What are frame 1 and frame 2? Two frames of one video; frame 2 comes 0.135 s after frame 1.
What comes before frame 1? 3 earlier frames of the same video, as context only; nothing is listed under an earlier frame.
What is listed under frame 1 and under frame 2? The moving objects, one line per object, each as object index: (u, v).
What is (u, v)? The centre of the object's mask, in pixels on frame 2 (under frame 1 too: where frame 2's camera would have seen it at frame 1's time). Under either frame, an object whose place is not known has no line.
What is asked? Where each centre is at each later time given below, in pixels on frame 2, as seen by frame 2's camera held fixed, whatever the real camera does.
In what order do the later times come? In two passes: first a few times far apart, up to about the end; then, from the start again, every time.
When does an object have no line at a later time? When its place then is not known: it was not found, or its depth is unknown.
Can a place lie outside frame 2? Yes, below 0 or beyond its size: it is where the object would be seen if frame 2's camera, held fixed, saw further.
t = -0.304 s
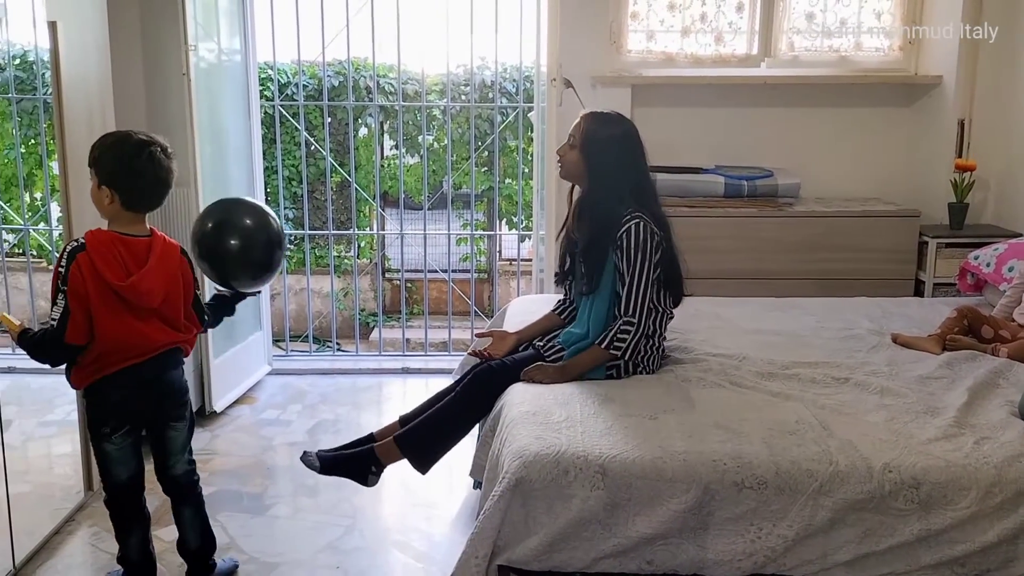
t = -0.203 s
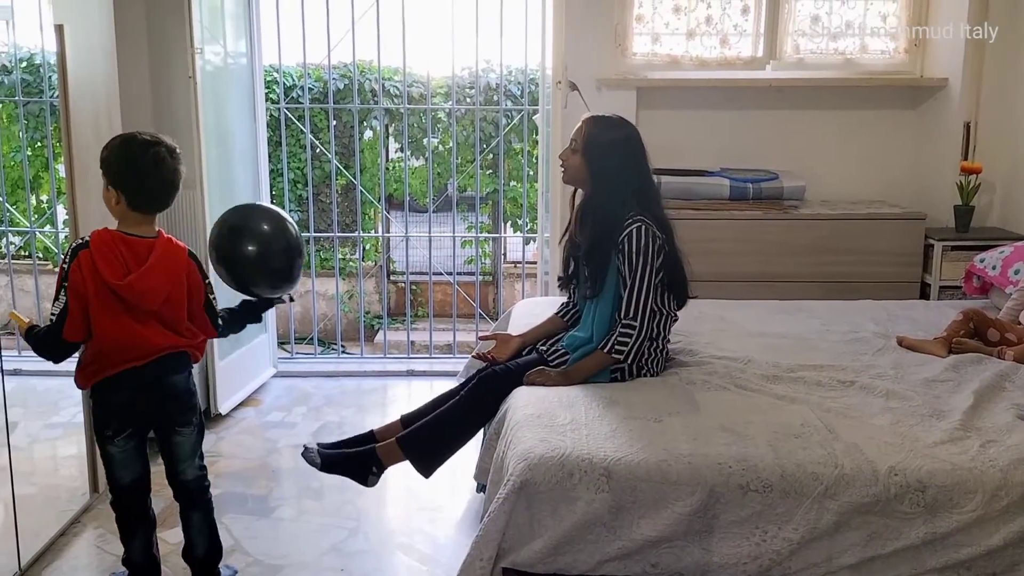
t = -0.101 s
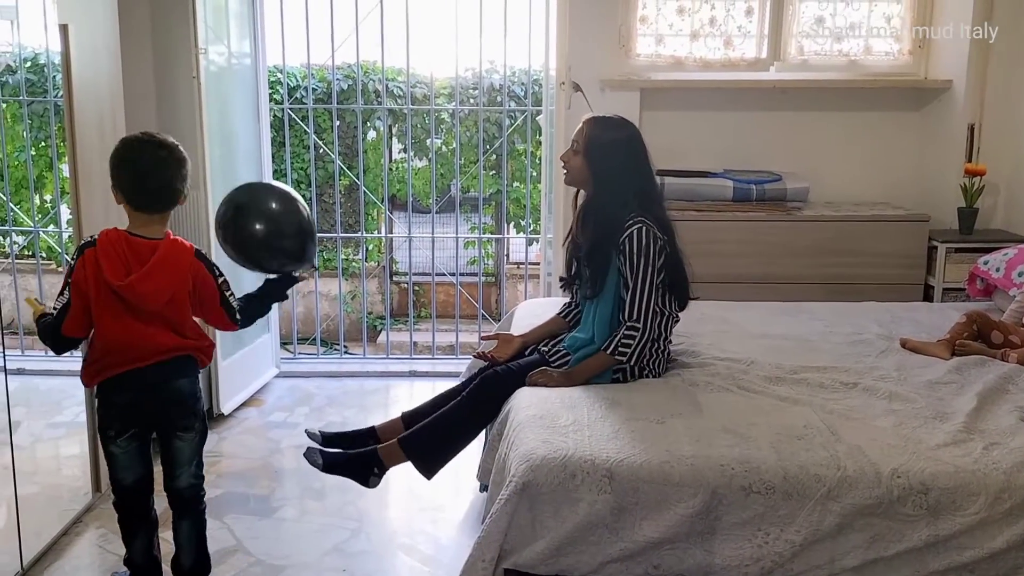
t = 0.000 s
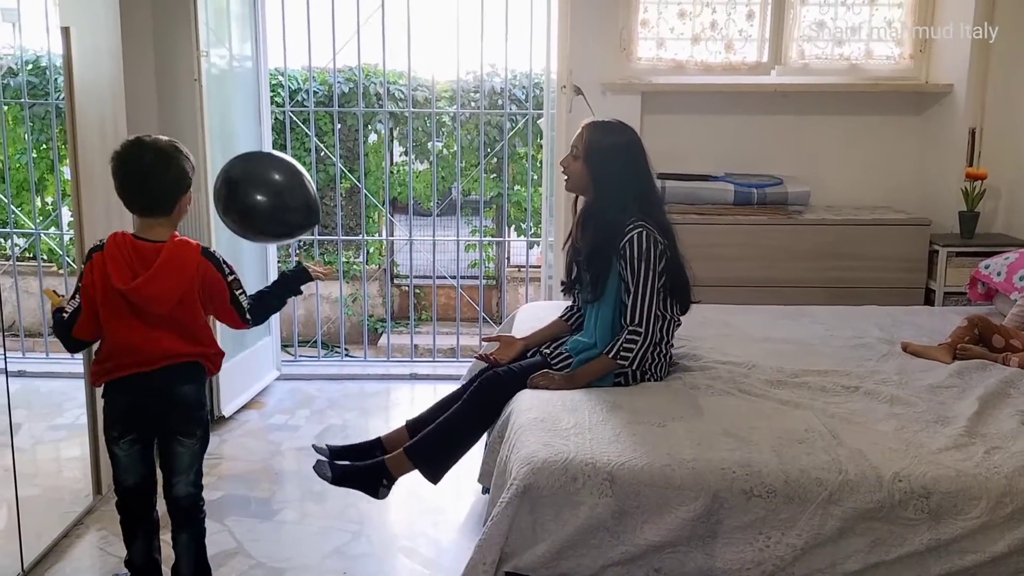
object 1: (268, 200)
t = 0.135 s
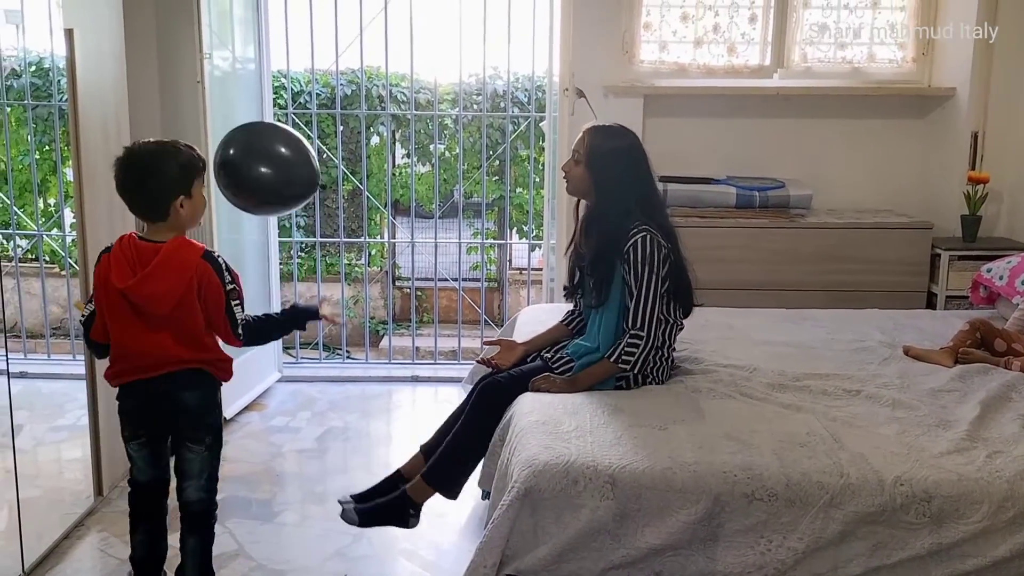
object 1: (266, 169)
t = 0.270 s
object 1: (264, 151)
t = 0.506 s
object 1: (264, 152)
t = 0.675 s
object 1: (264, 180)
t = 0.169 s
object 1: (266, 163)
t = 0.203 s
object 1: (265, 158)
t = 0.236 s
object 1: (265, 154)
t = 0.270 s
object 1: (264, 151)
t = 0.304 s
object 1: (264, 149)
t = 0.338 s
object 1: (264, 147)
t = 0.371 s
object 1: (264, 146)
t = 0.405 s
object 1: (264, 146)
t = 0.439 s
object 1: (264, 148)
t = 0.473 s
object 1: (264, 149)
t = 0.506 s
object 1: (264, 152)
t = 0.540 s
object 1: (265, 156)
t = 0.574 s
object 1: (265, 161)
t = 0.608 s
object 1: (265, 167)
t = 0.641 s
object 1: (264, 173)
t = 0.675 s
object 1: (264, 180)
